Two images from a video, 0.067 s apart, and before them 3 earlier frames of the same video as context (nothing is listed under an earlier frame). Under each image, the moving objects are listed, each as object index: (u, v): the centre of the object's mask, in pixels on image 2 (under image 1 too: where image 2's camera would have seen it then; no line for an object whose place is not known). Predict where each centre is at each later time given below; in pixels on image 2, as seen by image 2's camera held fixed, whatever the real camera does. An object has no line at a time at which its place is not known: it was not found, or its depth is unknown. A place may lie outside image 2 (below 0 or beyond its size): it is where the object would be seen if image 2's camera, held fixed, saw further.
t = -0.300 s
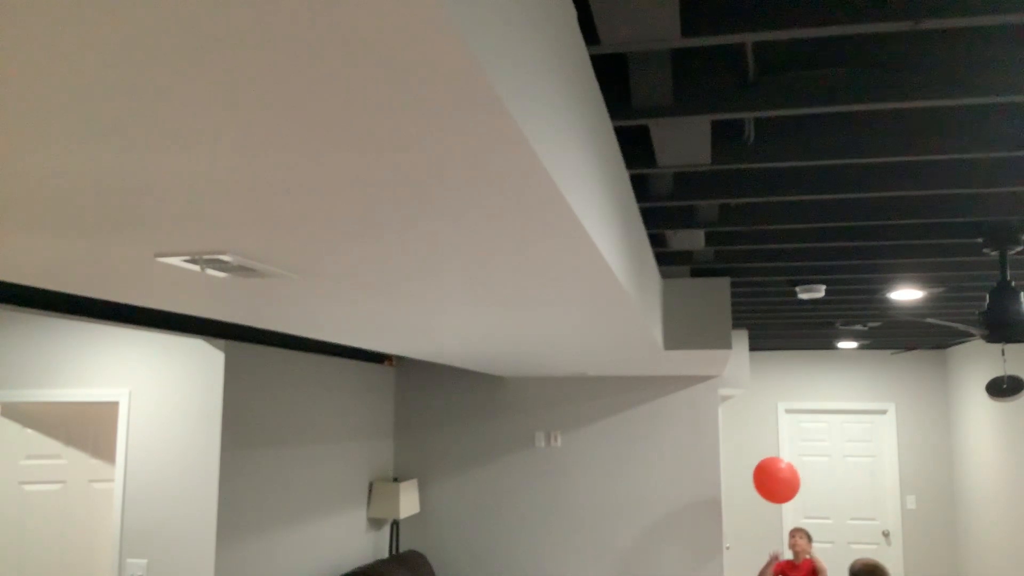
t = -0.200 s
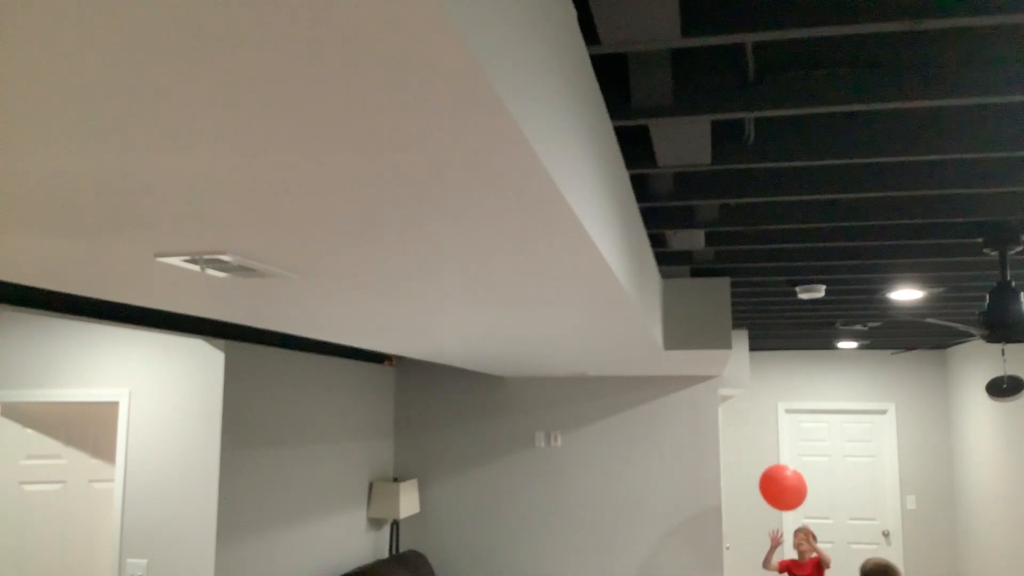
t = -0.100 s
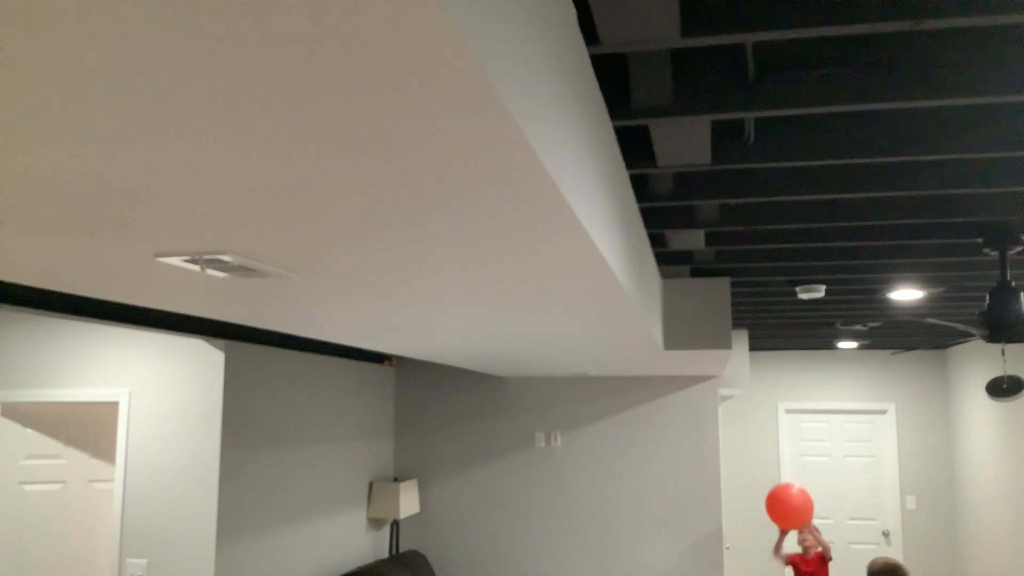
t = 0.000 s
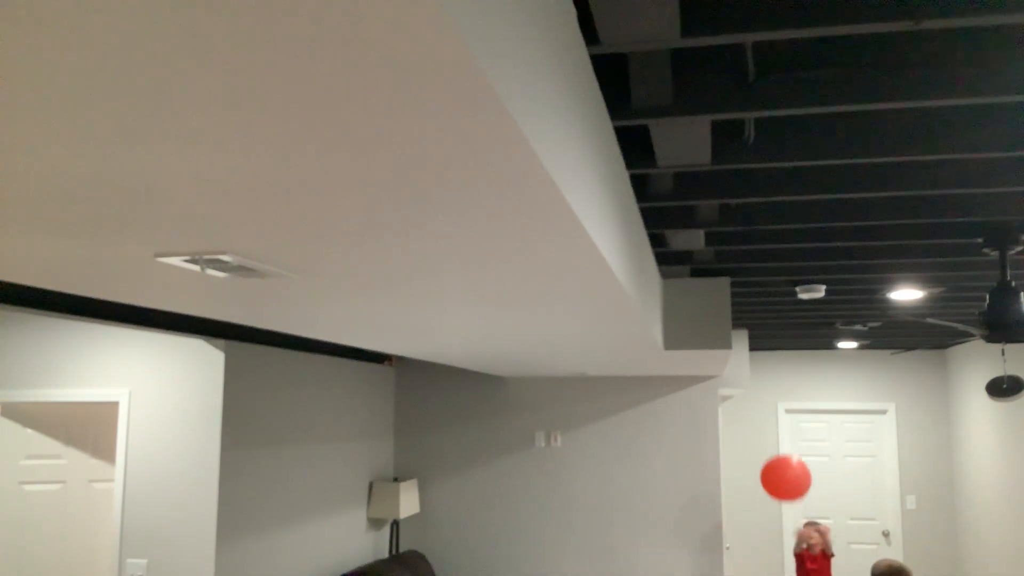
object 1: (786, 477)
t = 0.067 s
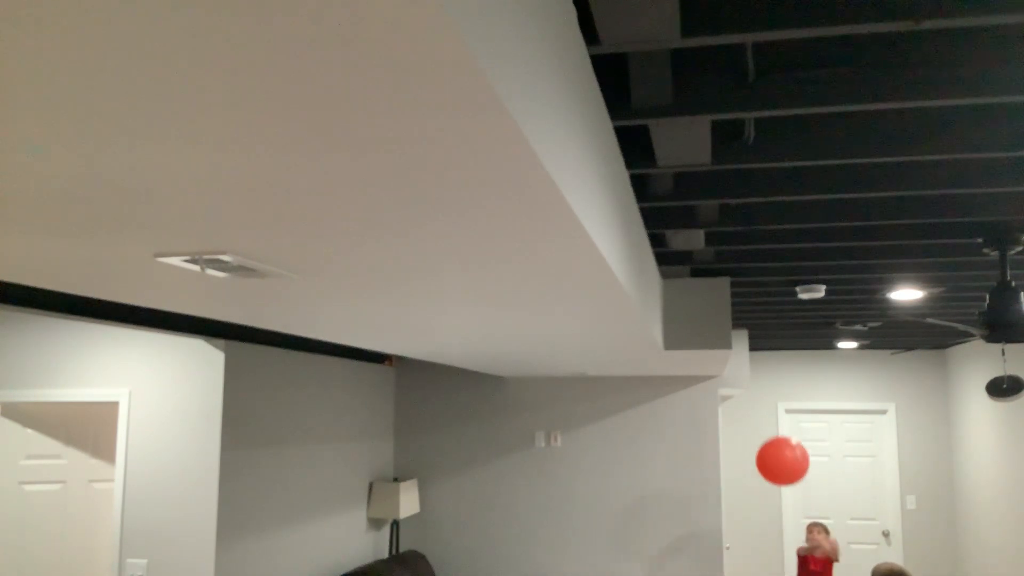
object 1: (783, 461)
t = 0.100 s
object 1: (781, 454)
